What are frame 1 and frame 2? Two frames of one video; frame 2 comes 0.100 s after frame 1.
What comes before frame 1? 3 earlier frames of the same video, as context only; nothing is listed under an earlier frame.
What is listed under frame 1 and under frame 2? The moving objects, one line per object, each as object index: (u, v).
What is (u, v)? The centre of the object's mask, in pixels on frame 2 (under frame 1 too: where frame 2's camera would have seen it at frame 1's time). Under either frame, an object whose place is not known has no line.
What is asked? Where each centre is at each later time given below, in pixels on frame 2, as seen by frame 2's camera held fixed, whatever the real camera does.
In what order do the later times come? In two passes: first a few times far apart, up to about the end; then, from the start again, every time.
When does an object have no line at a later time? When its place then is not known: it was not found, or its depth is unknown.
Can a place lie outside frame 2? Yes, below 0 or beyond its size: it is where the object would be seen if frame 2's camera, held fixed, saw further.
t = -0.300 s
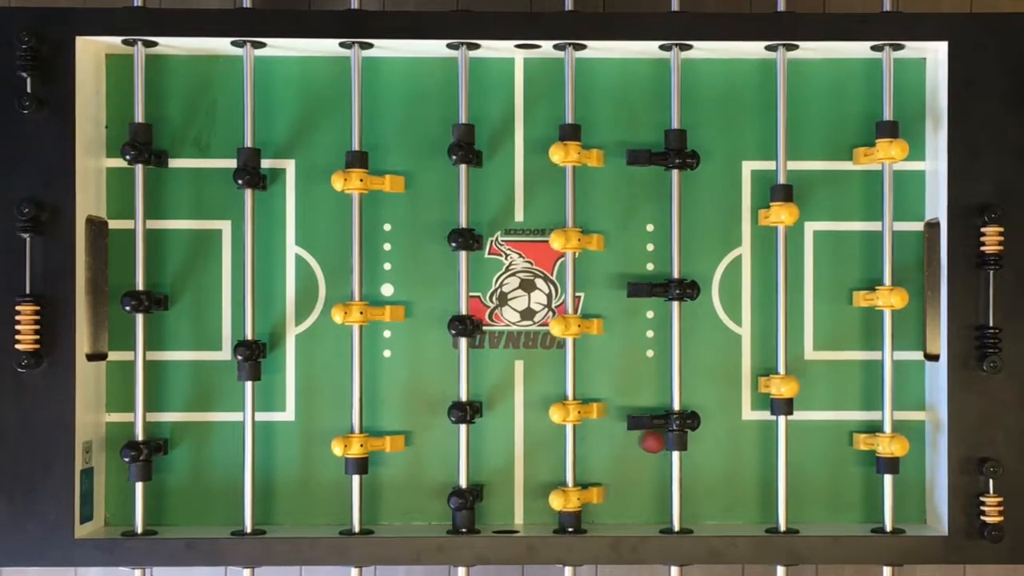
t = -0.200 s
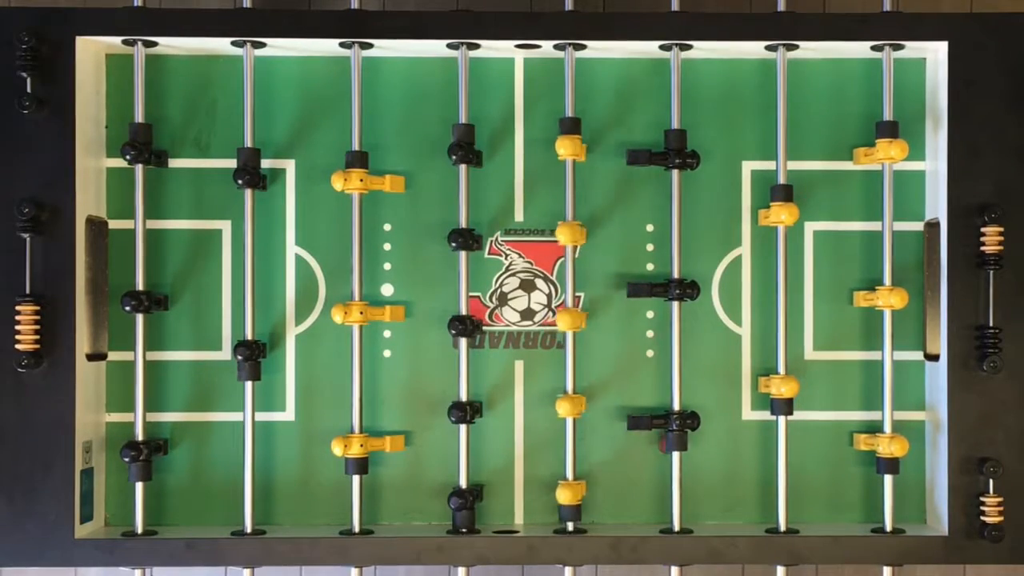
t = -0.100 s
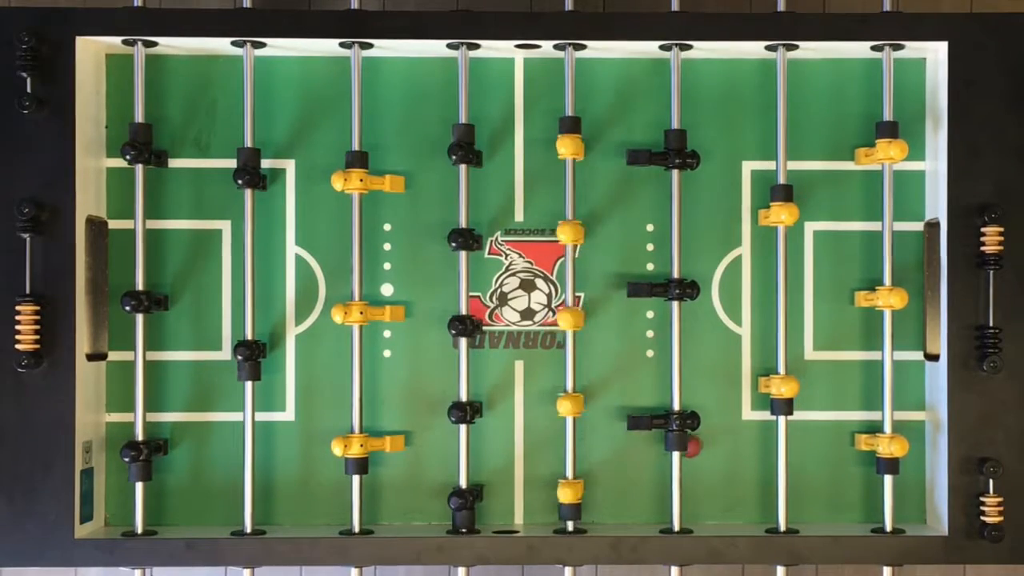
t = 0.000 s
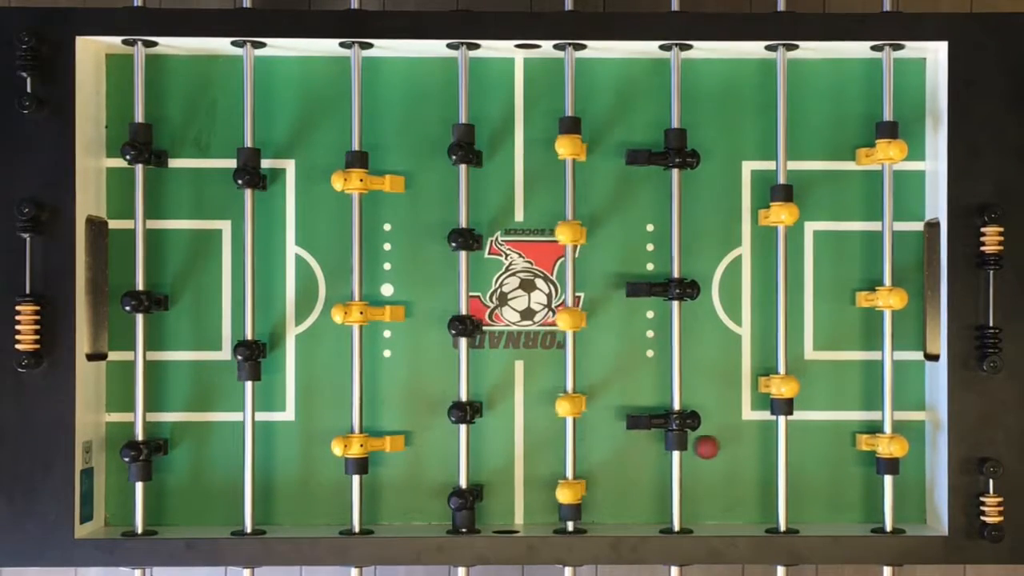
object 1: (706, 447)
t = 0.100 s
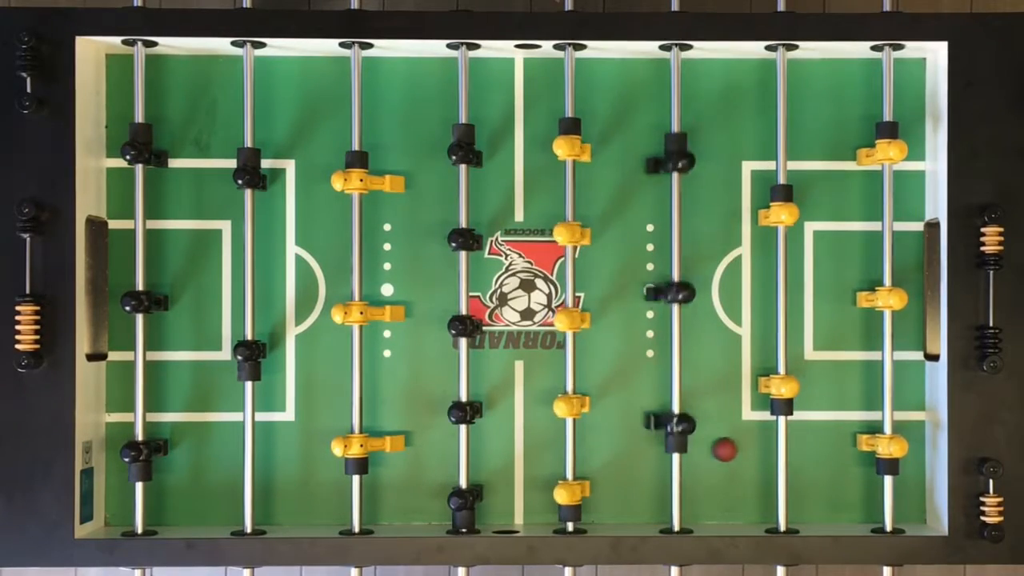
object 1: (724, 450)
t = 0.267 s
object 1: (753, 453)
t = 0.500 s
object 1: (796, 459)
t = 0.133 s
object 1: (730, 450)
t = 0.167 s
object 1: (735, 451)
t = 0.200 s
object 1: (741, 452)
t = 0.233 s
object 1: (746, 452)
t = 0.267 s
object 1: (753, 453)
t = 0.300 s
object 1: (758, 454)
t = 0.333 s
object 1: (764, 455)
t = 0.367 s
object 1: (767, 456)
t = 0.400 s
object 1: (770, 457)
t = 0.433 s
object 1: (772, 456)
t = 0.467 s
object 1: (793, 458)
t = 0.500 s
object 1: (796, 459)
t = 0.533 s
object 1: (799, 459)
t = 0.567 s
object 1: (805, 460)
